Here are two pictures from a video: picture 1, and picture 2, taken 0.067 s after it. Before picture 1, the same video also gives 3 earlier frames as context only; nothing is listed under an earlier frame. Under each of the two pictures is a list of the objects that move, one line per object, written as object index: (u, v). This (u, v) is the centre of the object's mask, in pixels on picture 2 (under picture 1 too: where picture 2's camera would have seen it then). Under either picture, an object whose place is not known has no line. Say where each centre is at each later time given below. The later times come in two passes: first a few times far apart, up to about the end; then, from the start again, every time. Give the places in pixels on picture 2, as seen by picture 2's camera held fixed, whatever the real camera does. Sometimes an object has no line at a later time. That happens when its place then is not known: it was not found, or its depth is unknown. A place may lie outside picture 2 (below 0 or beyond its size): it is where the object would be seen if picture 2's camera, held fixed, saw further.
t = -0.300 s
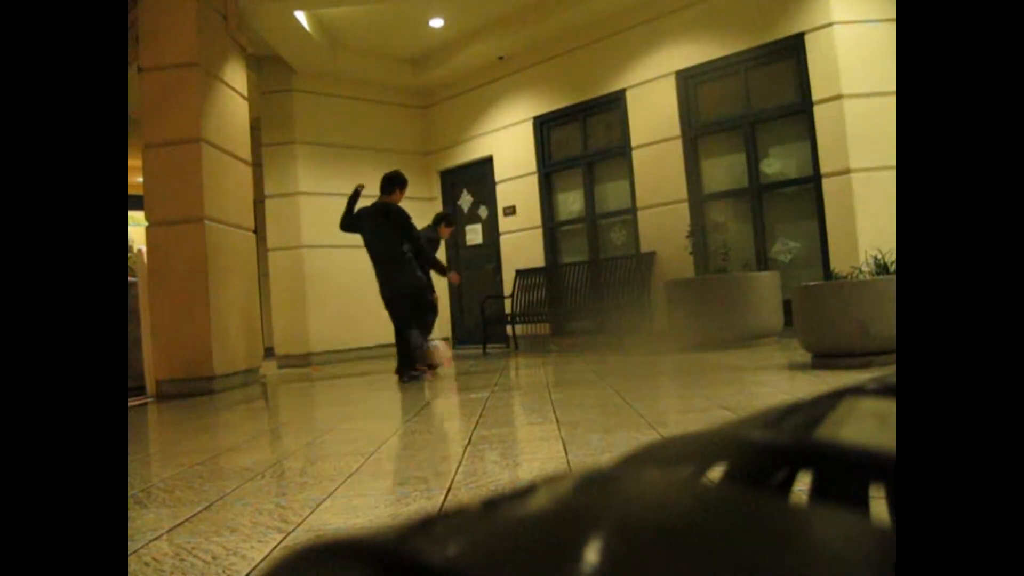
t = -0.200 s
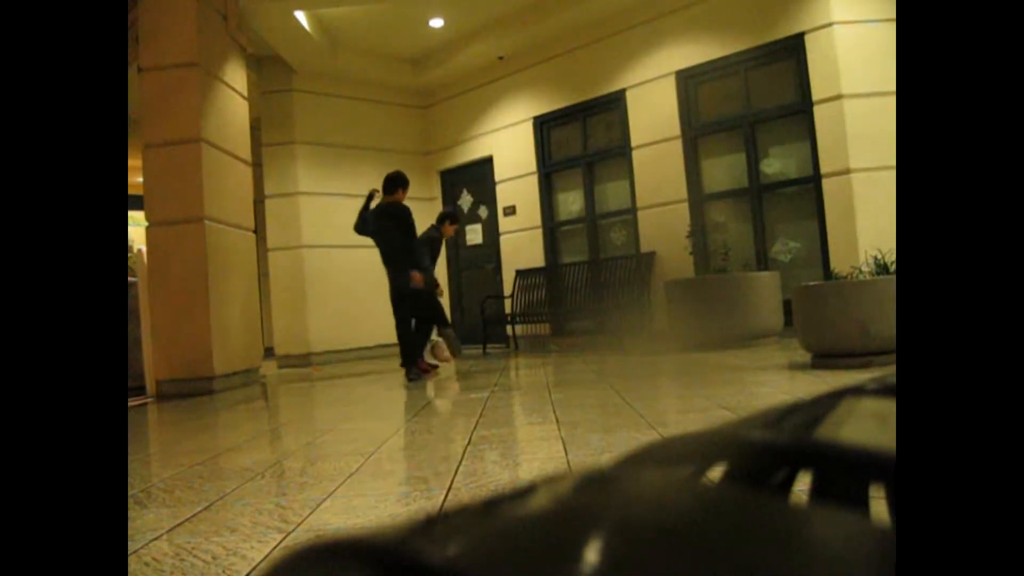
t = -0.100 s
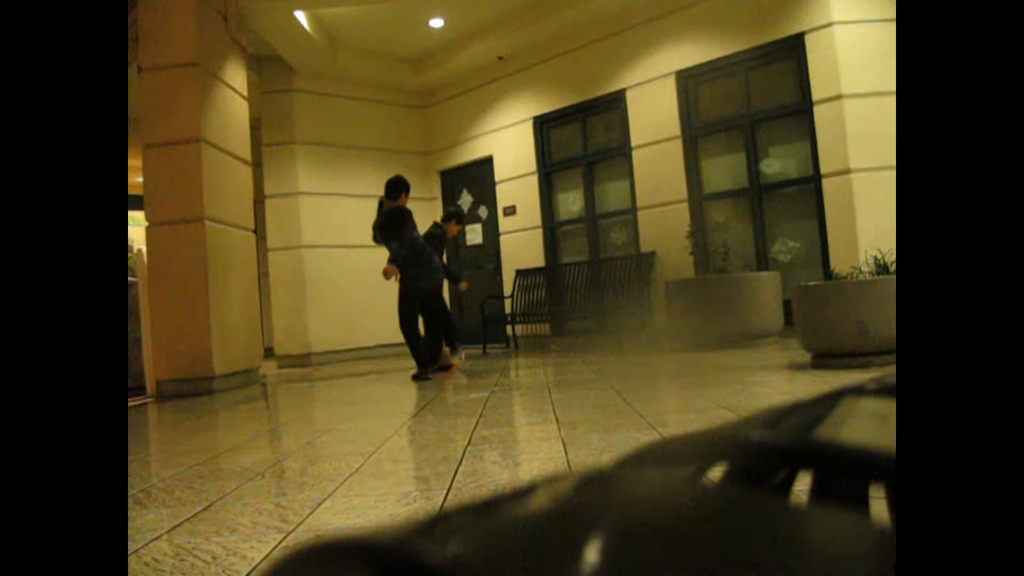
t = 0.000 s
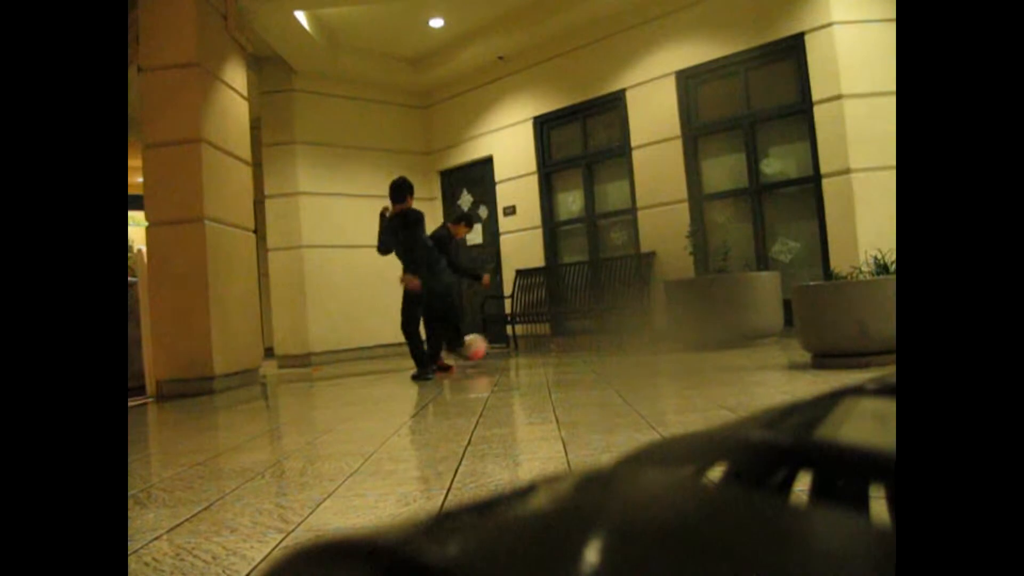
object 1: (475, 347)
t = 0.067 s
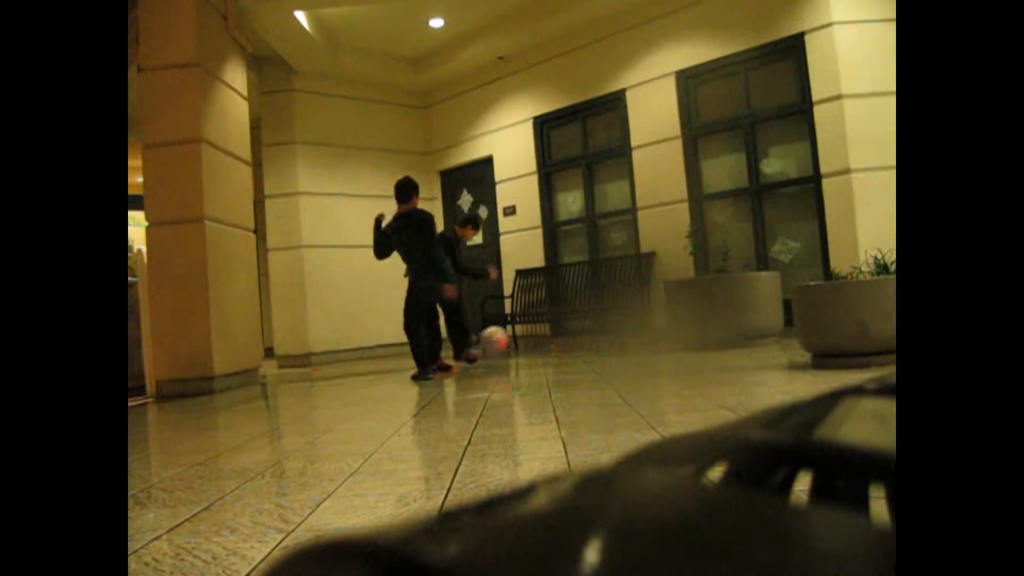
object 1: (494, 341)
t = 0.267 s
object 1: (563, 348)
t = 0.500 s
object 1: (641, 344)
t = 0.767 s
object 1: (727, 336)
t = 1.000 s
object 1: (786, 334)
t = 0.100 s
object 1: (505, 338)
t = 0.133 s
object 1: (516, 337)
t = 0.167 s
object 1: (528, 338)
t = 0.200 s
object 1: (538, 339)
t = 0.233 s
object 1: (551, 341)
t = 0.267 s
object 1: (563, 348)
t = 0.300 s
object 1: (573, 347)
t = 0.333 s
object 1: (585, 341)
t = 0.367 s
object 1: (596, 341)
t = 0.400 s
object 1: (607, 339)
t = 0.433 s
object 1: (618, 340)
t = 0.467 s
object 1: (630, 341)
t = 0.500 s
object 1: (641, 344)
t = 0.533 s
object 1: (653, 341)
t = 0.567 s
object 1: (665, 337)
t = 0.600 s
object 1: (678, 337)
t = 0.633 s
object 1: (687, 338)
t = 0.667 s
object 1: (699, 340)
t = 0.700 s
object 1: (708, 337)
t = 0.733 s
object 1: (717, 336)
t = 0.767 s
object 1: (727, 336)
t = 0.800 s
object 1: (737, 336)
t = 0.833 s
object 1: (747, 335)
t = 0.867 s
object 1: (755, 334)
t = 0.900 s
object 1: (765, 334)
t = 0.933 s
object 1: (773, 333)
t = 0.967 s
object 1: (781, 333)
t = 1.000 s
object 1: (786, 334)
